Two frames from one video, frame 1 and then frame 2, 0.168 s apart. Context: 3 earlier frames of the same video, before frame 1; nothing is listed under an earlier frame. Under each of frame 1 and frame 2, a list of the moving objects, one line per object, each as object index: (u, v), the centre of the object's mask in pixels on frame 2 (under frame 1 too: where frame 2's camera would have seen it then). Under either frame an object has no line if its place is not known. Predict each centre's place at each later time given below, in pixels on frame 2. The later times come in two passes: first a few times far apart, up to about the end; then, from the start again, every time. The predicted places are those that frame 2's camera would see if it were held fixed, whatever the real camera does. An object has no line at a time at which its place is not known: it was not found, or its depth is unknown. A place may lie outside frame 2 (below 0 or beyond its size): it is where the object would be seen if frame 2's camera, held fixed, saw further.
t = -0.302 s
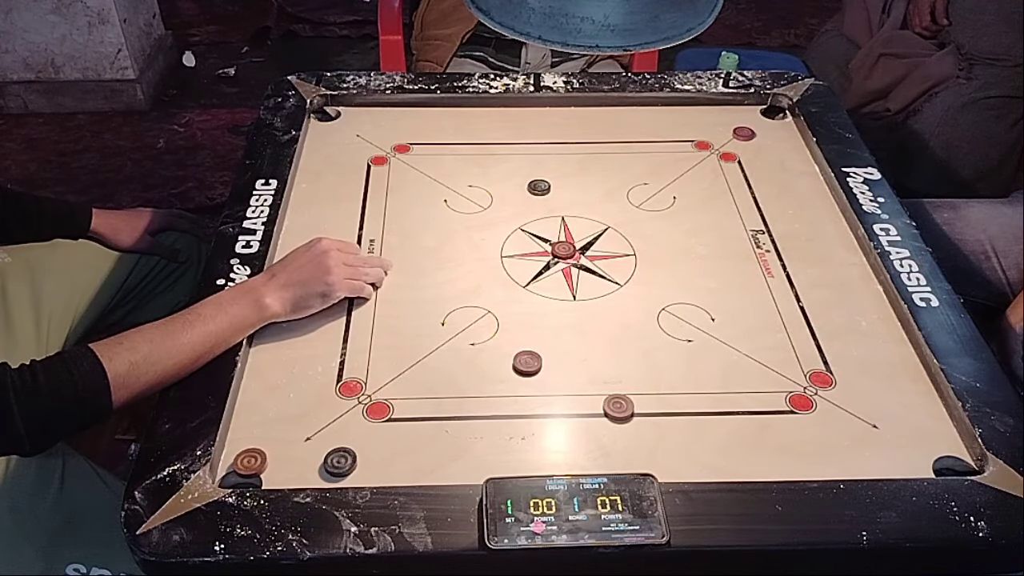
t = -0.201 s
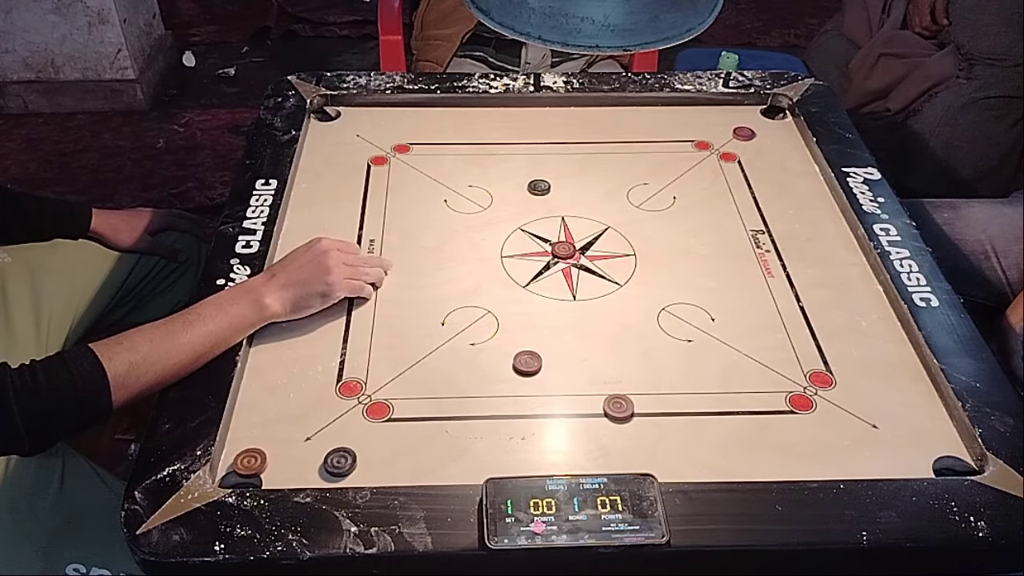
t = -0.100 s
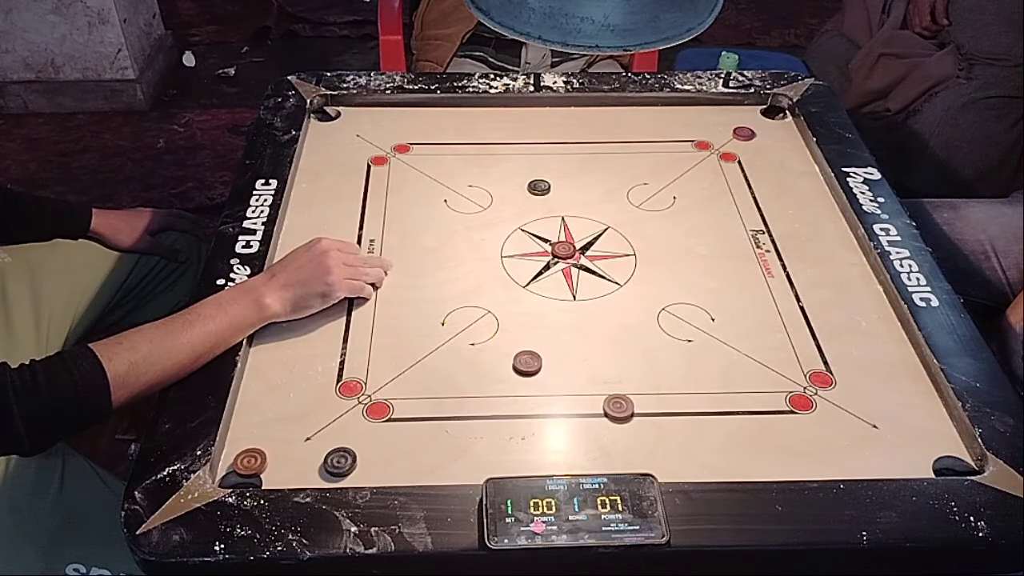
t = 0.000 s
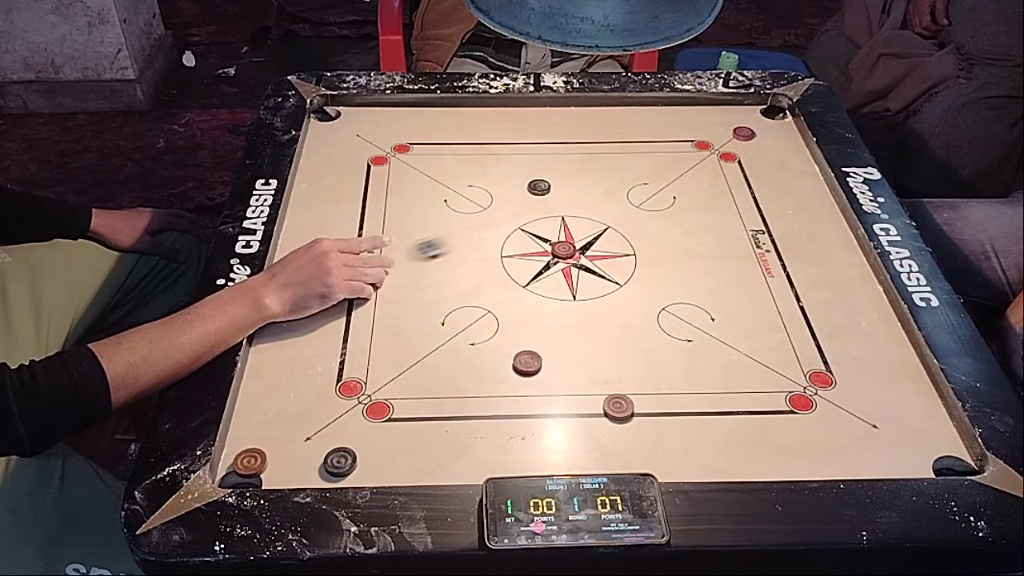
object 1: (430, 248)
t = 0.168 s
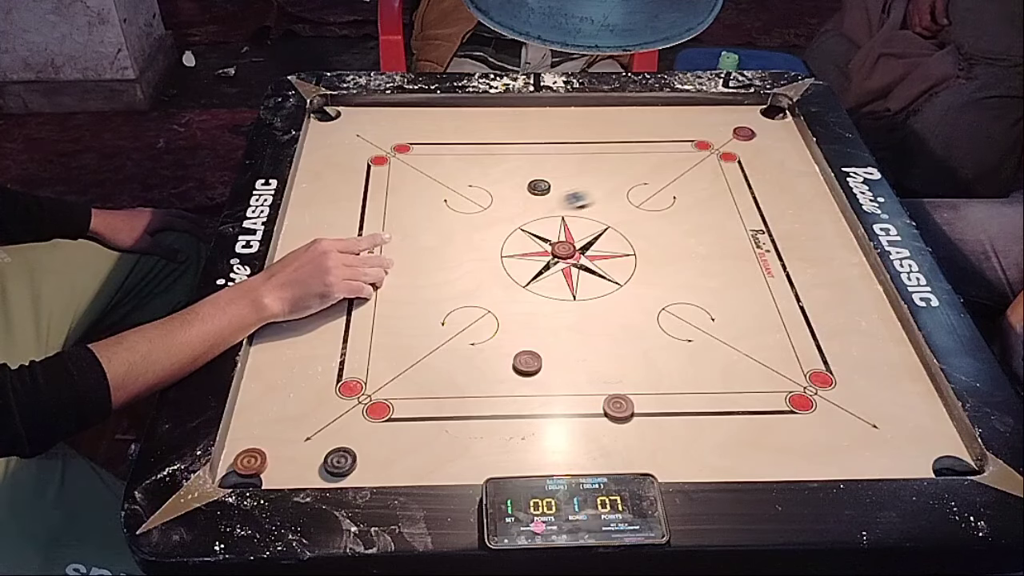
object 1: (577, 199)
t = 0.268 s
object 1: (646, 176)
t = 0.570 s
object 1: (776, 140)
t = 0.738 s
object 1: (779, 138)
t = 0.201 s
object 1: (601, 191)
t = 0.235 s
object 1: (624, 183)
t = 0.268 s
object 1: (646, 176)
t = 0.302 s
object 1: (666, 169)
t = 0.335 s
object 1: (685, 163)
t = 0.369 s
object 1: (704, 156)
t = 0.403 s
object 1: (721, 150)
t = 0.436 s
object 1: (738, 145)
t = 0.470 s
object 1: (749, 144)
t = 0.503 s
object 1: (758, 142)
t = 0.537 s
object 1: (768, 141)
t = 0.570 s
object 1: (776, 140)
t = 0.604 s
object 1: (783, 139)
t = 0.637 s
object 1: (789, 138)
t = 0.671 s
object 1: (785, 138)
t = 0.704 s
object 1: (782, 138)
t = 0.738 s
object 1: (779, 138)
